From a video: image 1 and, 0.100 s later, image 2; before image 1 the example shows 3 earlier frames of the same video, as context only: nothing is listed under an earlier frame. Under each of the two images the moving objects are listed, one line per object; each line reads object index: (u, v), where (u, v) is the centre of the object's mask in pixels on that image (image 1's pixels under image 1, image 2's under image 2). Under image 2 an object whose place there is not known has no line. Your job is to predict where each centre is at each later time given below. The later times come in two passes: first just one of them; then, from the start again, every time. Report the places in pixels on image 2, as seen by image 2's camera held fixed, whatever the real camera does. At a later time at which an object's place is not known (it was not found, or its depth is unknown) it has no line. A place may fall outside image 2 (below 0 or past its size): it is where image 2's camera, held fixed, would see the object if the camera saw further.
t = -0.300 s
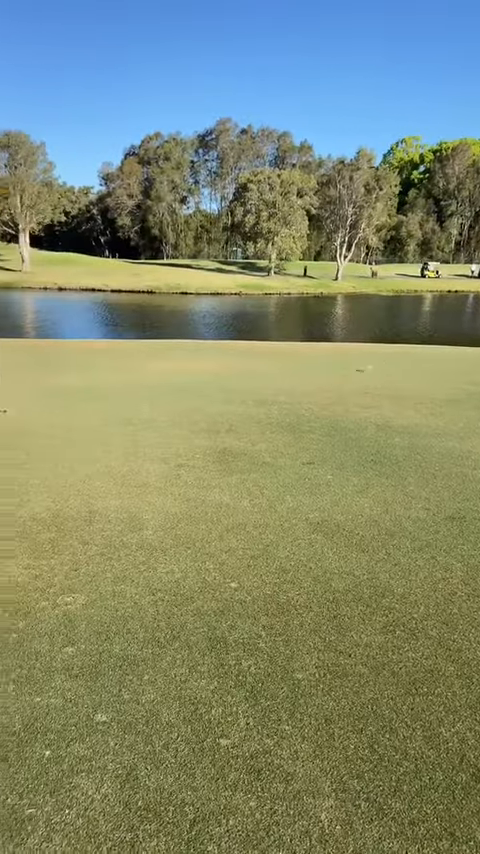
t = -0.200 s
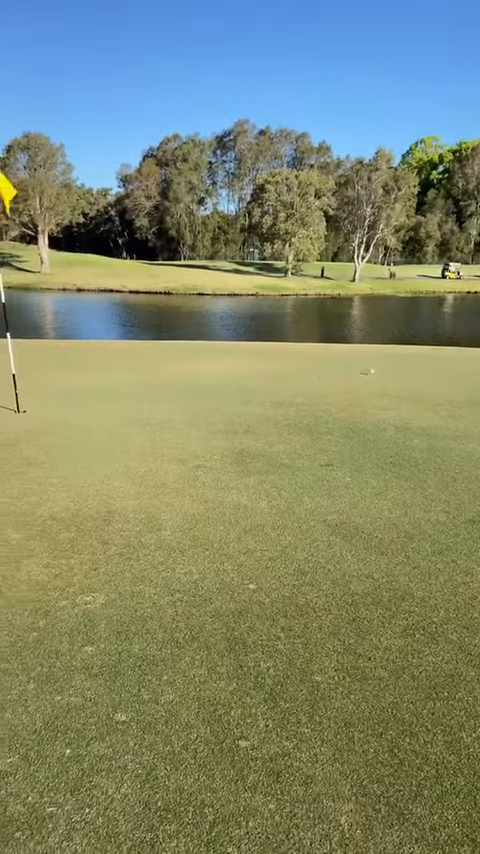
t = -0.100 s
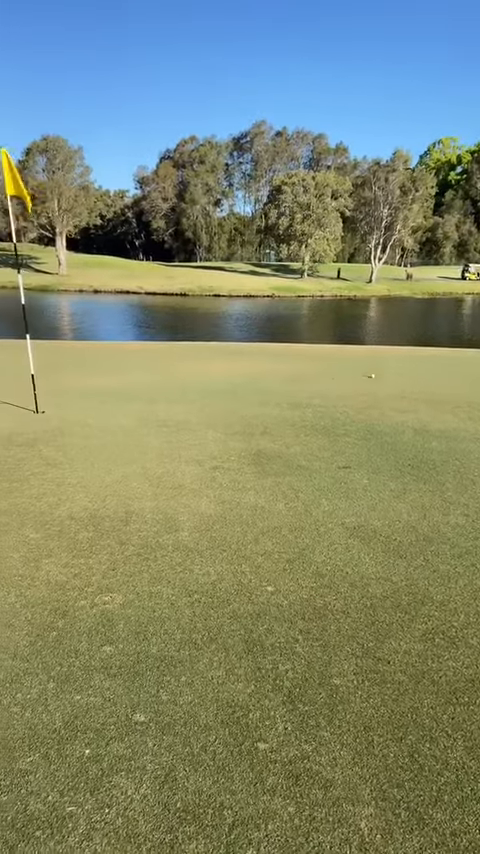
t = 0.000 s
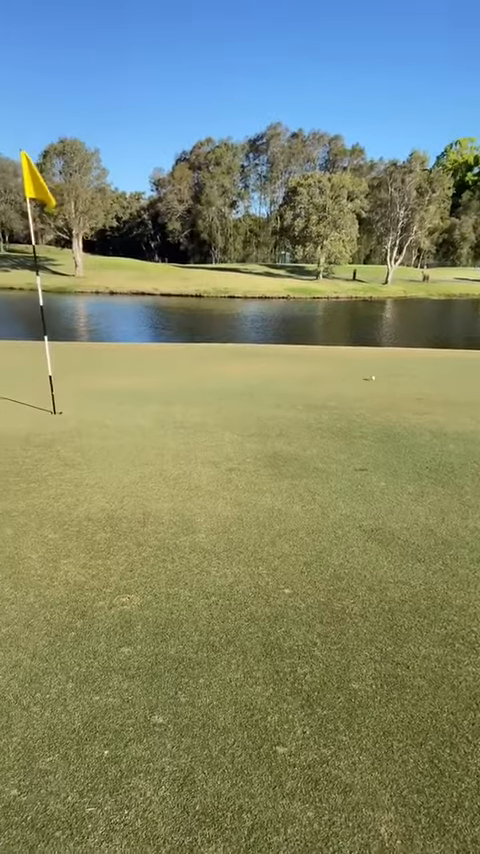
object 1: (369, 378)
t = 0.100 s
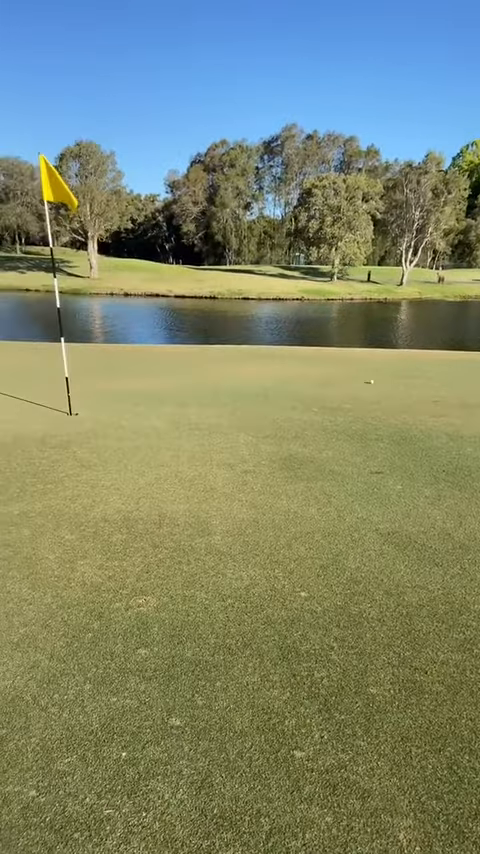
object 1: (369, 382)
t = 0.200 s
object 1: (354, 383)
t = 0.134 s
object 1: (364, 382)
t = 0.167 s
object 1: (359, 382)
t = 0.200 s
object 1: (354, 383)
